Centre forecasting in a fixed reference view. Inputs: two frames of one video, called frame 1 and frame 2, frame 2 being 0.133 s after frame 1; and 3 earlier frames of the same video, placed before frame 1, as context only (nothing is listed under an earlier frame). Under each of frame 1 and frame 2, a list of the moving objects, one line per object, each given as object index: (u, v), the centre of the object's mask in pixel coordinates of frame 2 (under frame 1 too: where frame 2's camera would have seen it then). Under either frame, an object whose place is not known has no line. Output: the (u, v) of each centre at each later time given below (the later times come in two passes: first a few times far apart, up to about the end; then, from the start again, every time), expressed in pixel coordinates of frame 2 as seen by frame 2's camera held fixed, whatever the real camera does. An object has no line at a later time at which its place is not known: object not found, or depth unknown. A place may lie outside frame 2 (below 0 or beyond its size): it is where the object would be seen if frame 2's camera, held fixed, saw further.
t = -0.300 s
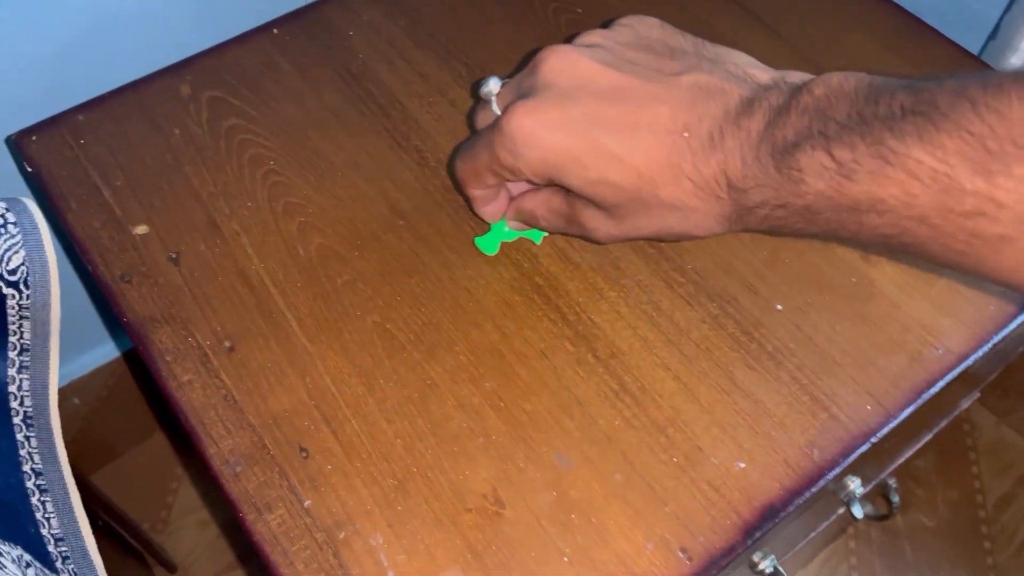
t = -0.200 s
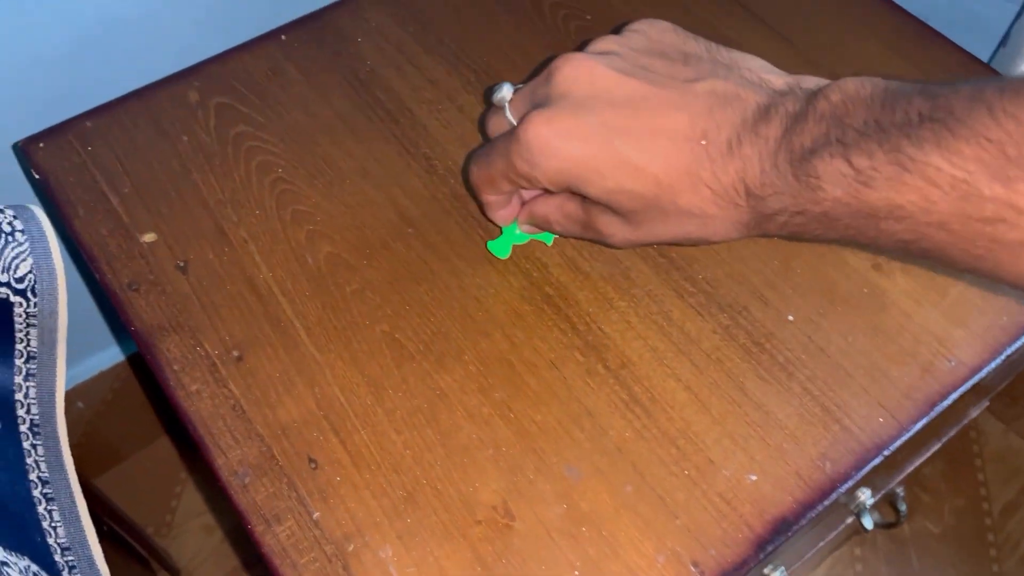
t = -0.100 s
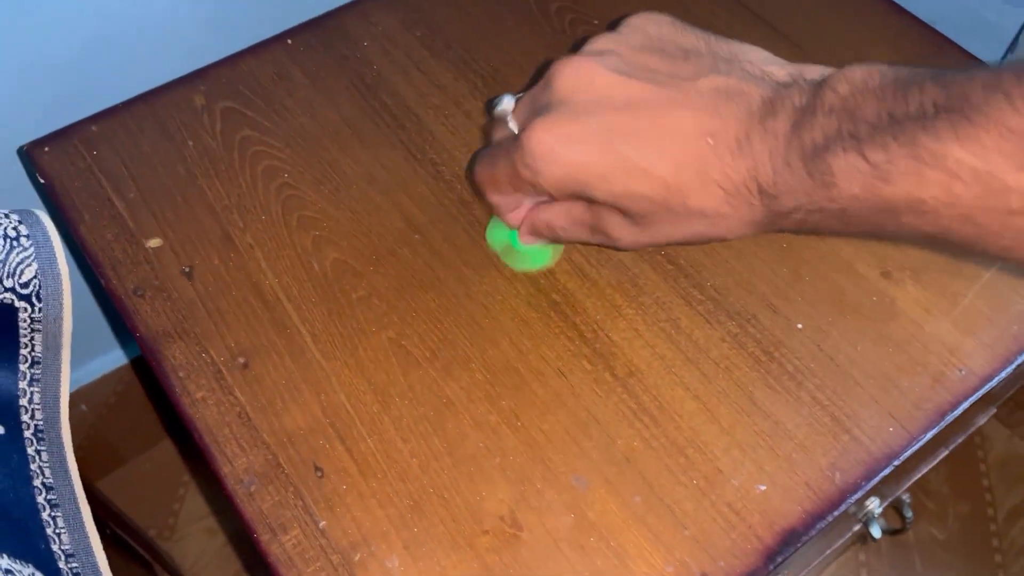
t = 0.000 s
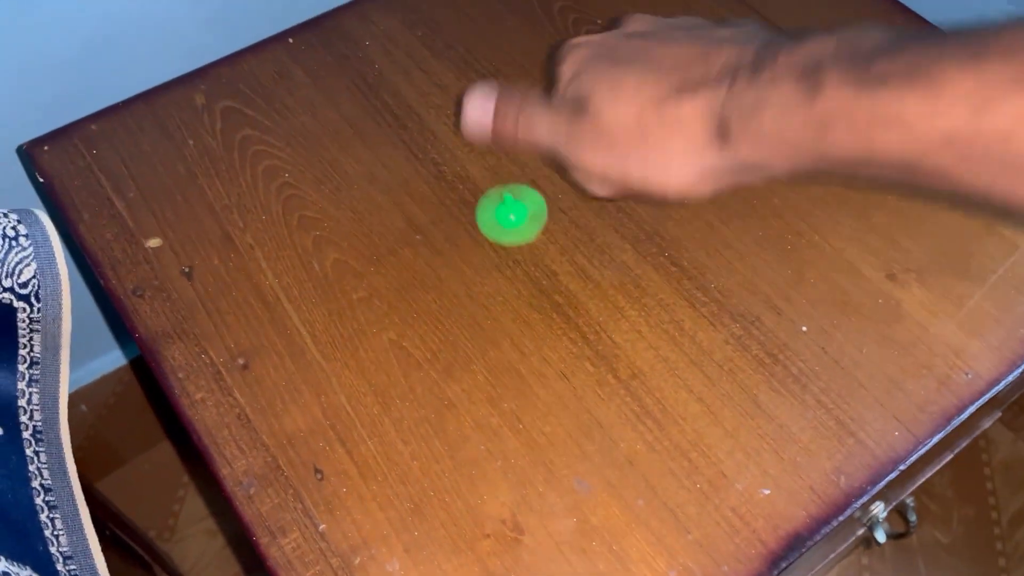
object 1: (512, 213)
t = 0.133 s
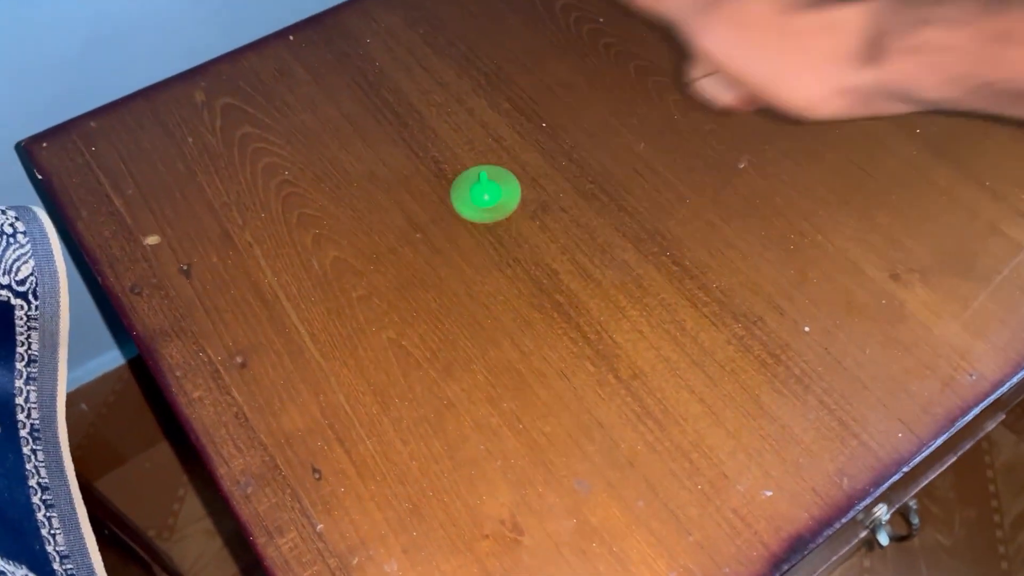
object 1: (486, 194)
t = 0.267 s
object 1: (482, 198)
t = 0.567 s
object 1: (468, 206)
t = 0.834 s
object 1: (455, 210)
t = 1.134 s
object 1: (451, 210)
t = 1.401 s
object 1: (450, 210)
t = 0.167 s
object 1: (484, 194)
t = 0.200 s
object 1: (484, 196)
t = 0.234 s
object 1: (483, 197)
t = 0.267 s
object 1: (482, 198)
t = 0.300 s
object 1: (481, 200)
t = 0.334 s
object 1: (480, 200)
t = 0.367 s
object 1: (478, 201)
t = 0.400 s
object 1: (477, 202)
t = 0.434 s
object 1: (475, 203)
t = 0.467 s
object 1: (473, 204)
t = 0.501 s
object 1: (471, 205)
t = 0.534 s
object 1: (470, 205)
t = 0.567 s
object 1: (468, 206)
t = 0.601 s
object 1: (467, 207)
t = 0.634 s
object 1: (466, 208)
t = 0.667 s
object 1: (464, 208)
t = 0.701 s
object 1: (462, 209)
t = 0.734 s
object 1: (460, 209)
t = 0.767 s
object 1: (459, 210)
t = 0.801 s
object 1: (457, 210)
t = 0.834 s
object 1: (455, 210)
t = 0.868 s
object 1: (454, 210)
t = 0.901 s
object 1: (452, 210)
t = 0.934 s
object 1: (450, 210)
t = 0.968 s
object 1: (449, 209)
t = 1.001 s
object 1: (450, 209)
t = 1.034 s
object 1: (450, 209)
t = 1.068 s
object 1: (450, 209)
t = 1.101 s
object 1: (450, 210)
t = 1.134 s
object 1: (451, 210)
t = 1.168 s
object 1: (450, 210)
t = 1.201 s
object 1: (451, 210)
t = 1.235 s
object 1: (450, 211)
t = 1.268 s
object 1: (450, 210)
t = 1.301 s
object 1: (450, 210)
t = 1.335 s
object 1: (451, 211)
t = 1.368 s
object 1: (450, 210)
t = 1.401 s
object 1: (450, 210)
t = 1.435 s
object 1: (450, 211)
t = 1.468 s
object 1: (450, 211)
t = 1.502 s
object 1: (450, 211)
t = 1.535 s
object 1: (451, 211)
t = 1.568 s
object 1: (451, 210)
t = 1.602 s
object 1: (451, 210)
